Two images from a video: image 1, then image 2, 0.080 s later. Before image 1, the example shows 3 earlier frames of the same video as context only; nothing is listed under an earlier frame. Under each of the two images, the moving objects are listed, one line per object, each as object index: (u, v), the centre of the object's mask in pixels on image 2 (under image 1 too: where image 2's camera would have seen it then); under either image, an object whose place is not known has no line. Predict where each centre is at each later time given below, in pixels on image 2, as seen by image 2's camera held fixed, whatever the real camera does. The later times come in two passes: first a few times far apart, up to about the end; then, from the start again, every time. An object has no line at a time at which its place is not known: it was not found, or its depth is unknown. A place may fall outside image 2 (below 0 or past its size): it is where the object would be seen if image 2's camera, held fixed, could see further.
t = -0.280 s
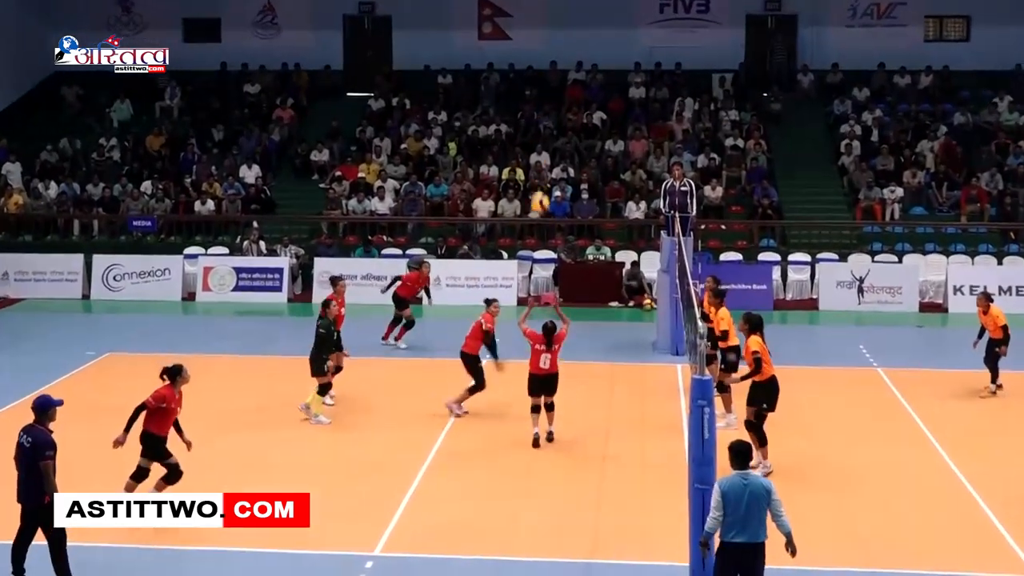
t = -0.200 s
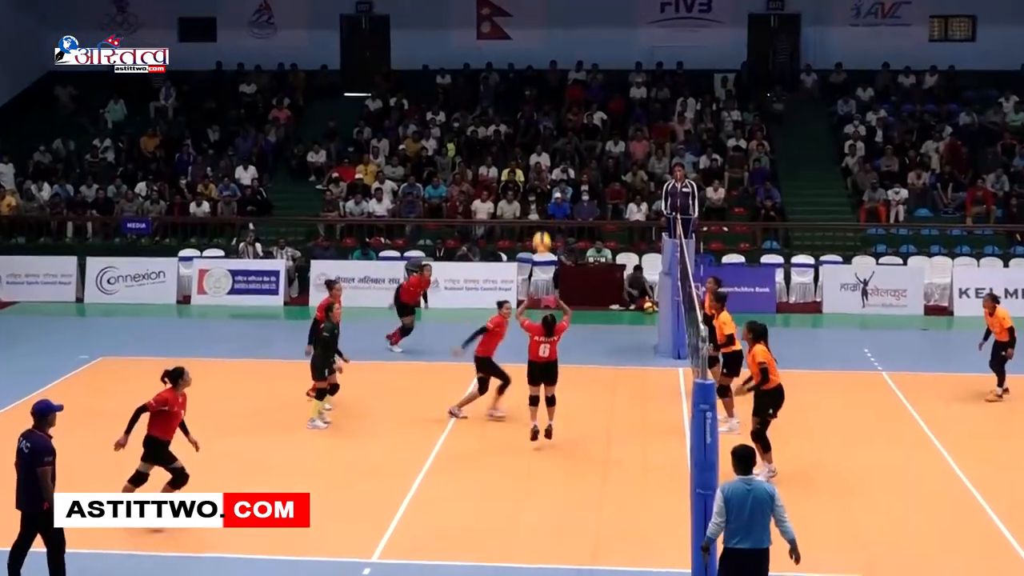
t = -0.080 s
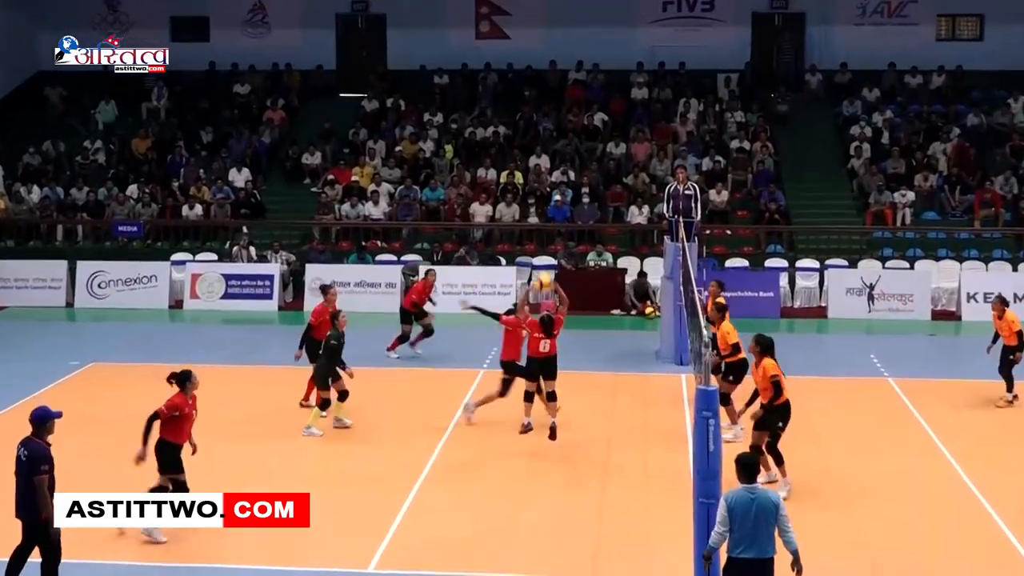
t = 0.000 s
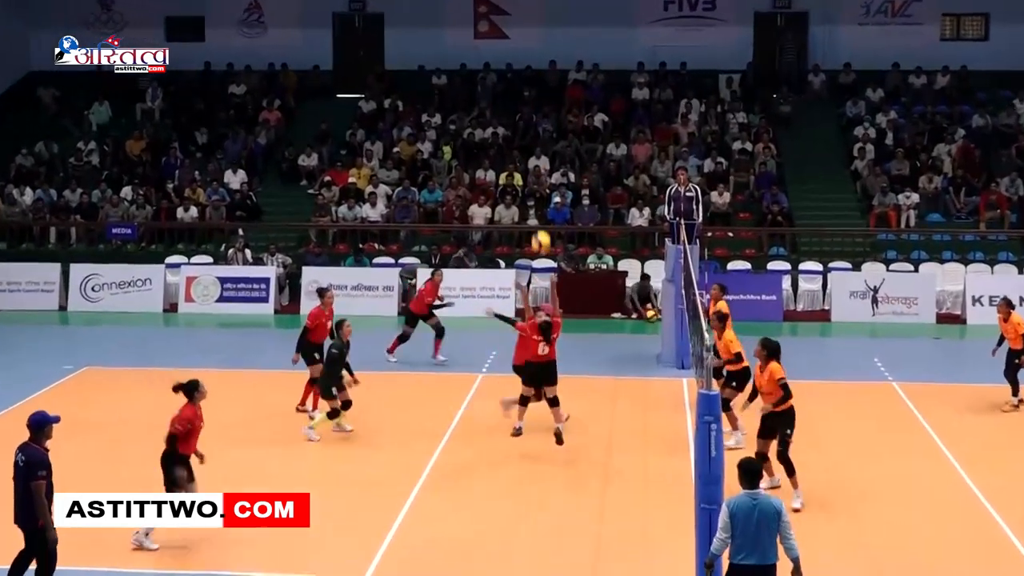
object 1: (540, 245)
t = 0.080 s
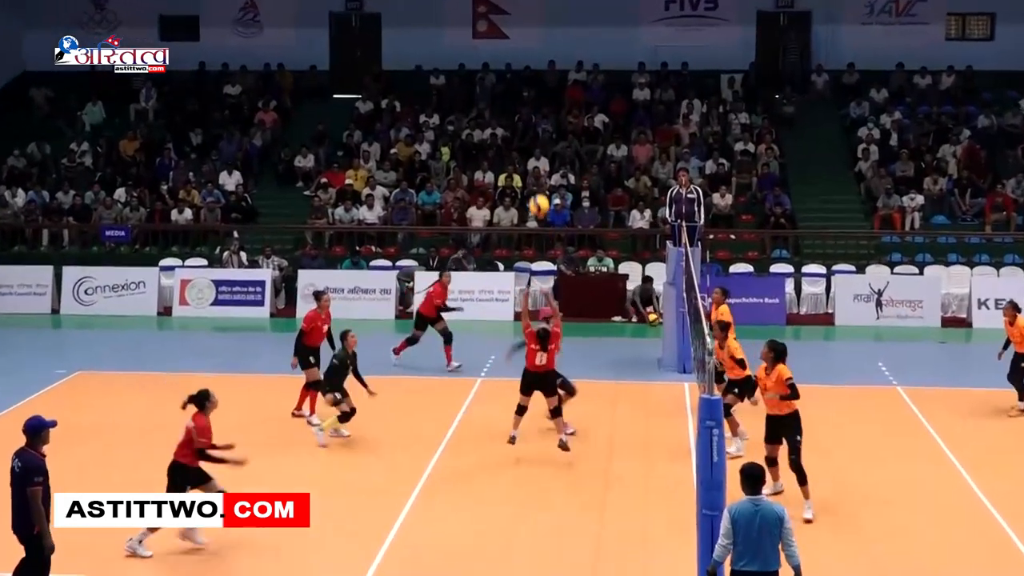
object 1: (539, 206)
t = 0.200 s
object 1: (537, 155)
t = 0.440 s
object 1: (531, 92)
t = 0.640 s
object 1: (525, 79)
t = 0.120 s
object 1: (538, 188)
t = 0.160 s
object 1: (537, 172)
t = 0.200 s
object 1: (537, 155)
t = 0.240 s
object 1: (536, 142)
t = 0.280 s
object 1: (535, 129)
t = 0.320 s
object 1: (534, 118)
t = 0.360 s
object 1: (533, 108)
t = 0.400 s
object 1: (532, 99)
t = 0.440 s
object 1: (531, 92)
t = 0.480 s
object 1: (529, 86)
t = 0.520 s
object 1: (528, 82)
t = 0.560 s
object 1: (527, 80)
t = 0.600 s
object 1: (526, 79)
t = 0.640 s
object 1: (525, 79)
